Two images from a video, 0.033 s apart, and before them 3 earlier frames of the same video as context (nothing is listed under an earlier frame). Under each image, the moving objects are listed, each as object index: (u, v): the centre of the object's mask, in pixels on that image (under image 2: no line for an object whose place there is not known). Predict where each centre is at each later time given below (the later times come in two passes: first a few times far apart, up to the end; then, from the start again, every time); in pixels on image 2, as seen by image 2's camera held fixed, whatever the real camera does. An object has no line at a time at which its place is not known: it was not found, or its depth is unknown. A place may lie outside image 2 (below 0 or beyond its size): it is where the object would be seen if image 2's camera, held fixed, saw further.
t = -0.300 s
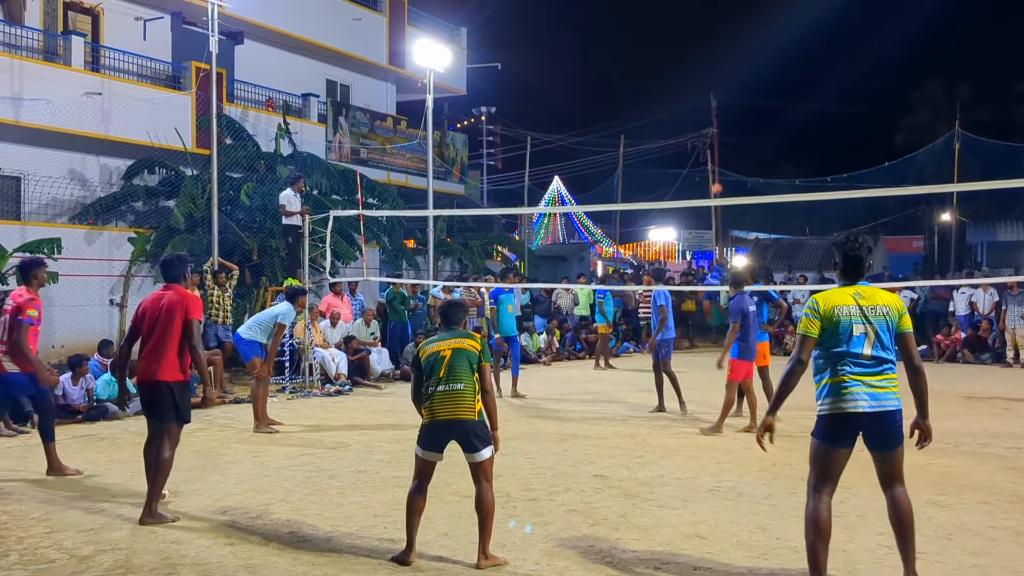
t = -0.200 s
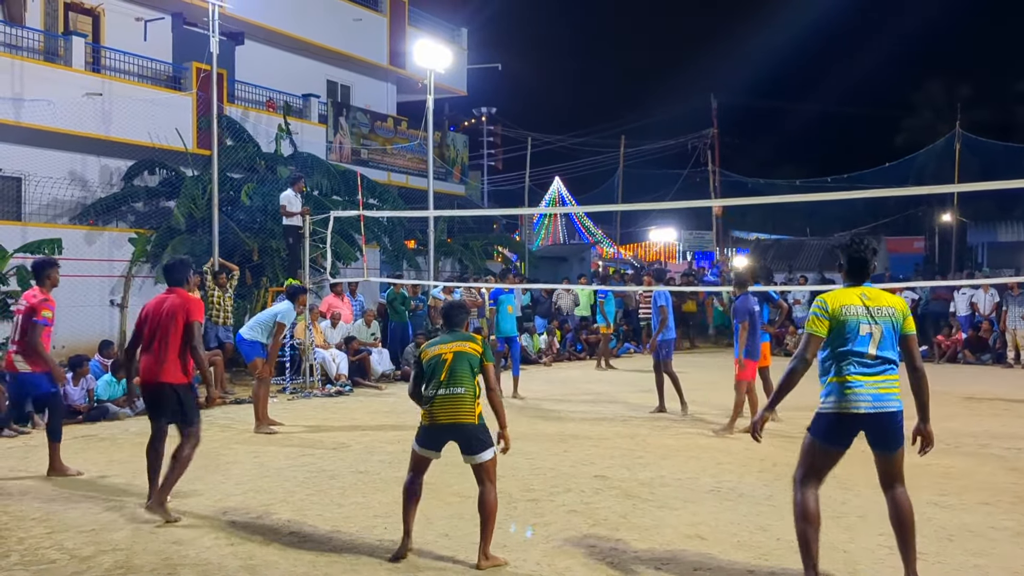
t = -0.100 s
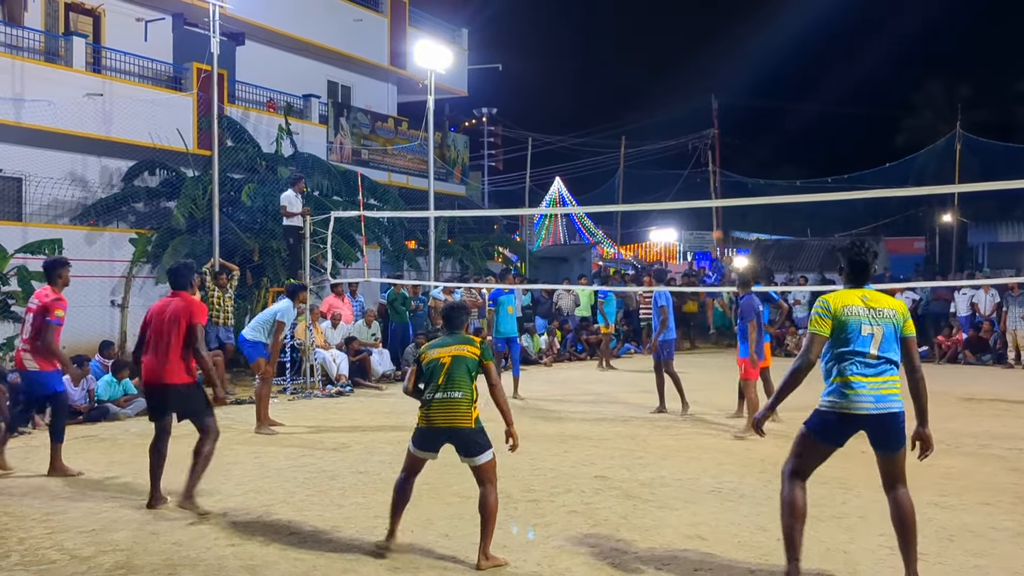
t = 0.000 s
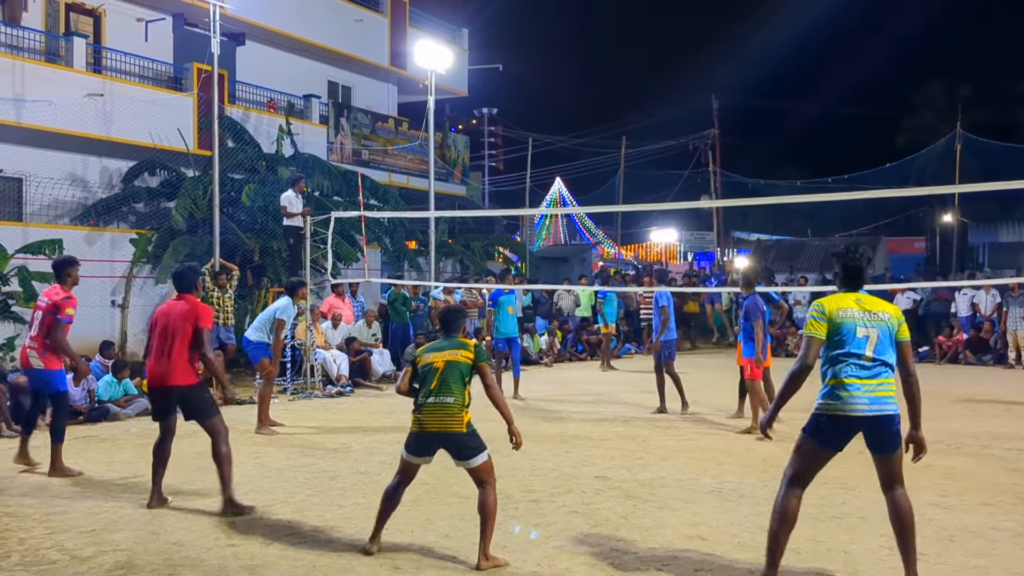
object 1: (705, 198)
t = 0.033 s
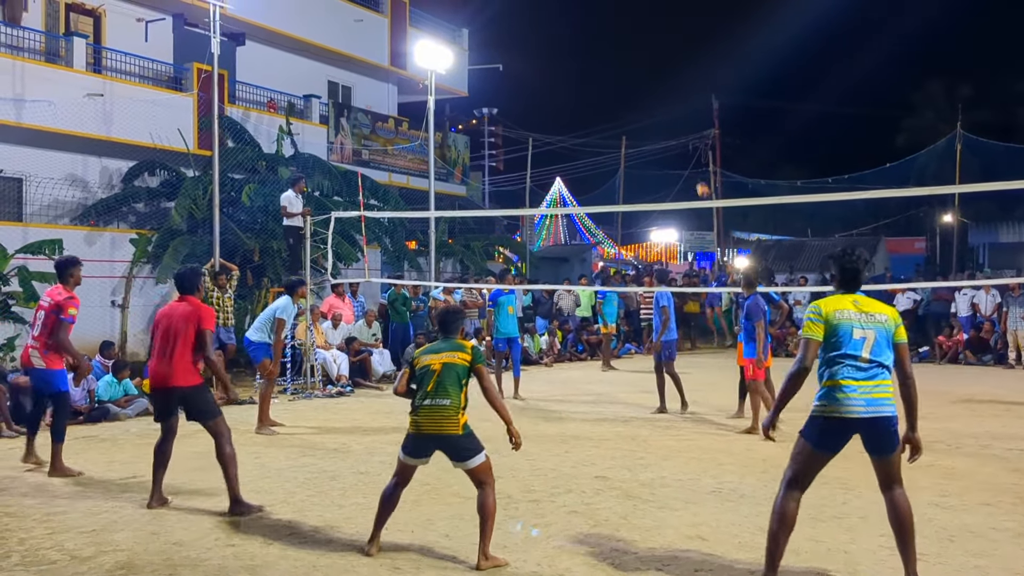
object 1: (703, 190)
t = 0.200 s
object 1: (686, 132)
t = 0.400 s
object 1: (674, 78)
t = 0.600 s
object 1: (671, 58)
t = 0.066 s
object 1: (699, 178)
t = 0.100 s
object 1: (695, 165)
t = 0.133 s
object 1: (692, 153)
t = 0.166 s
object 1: (689, 143)
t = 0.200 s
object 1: (686, 132)
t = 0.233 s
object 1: (683, 121)
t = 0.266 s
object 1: (681, 111)
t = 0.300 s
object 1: (679, 102)
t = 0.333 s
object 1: (677, 93)
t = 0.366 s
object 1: (675, 85)
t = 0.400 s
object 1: (674, 78)
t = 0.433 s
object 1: (672, 72)
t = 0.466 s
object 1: (672, 67)
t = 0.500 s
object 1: (671, 63)
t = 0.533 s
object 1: (671, 60)
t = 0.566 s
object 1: (671, 58)
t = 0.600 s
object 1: (671, 58)
